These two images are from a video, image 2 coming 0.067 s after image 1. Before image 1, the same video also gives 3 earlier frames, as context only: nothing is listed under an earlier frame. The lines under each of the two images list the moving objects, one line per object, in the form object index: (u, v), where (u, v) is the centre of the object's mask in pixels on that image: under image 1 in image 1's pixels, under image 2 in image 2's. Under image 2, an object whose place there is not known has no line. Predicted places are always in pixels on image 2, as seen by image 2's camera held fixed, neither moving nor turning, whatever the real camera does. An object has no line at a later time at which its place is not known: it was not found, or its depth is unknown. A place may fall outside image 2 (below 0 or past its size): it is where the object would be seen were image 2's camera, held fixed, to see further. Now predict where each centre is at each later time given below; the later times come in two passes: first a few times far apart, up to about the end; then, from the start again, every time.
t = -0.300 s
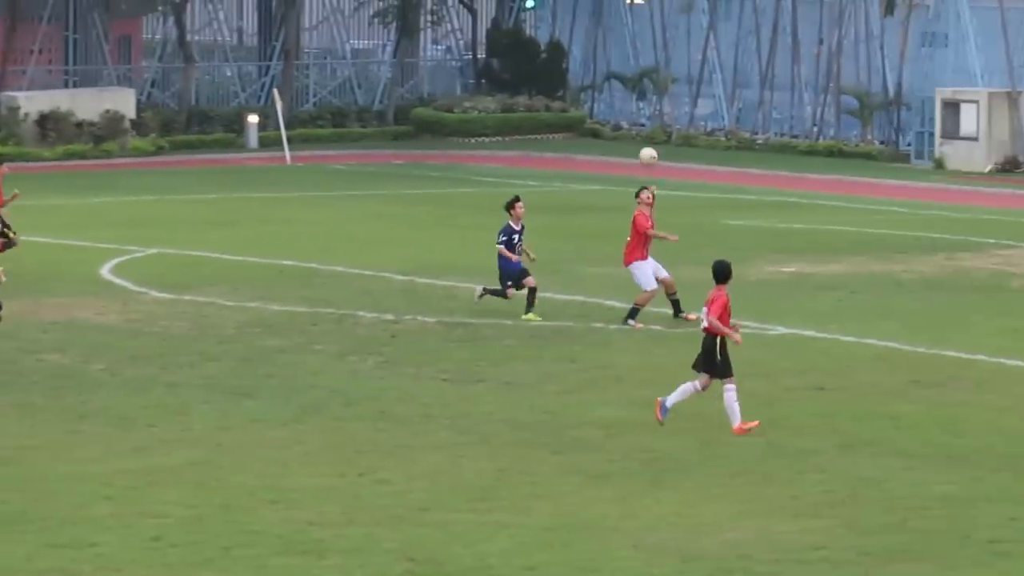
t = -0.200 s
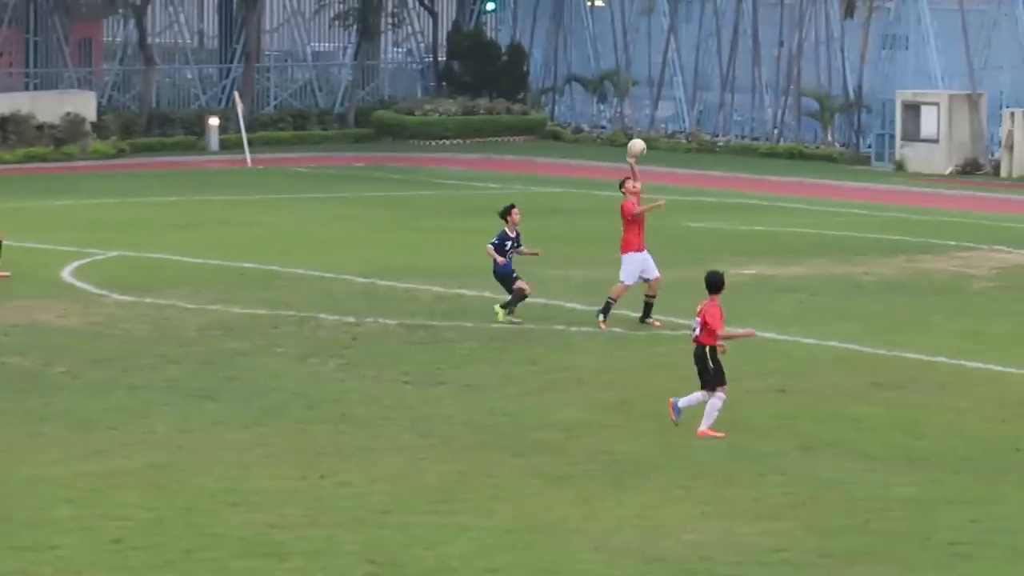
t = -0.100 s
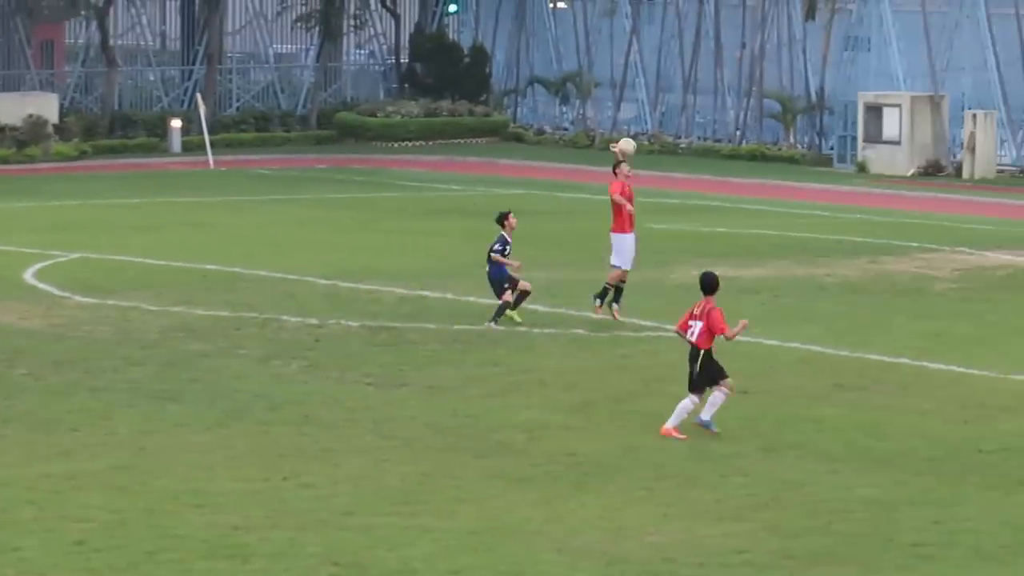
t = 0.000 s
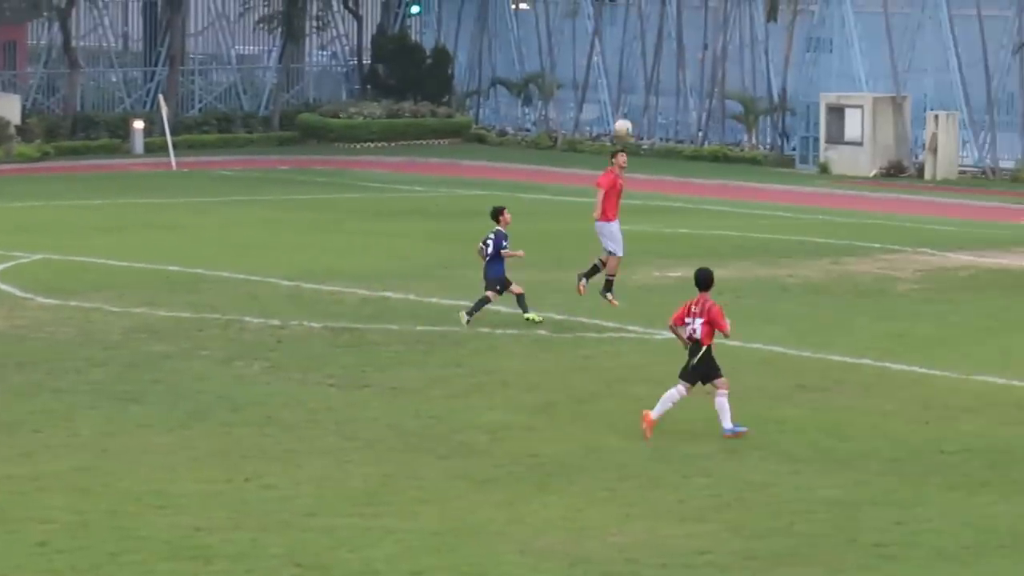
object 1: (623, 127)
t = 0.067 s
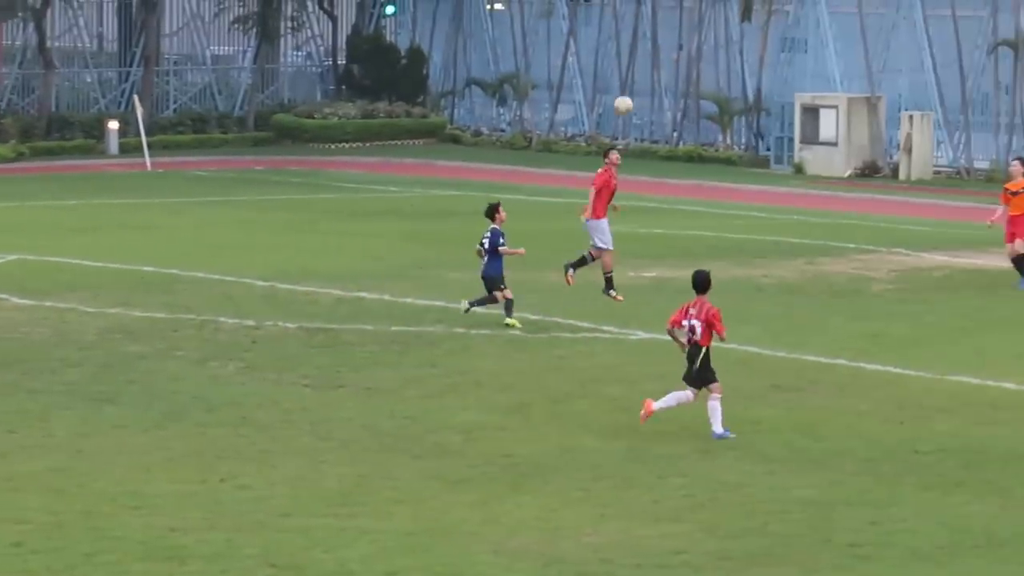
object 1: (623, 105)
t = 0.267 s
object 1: (700, 57)
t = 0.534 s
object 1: (801, 44)
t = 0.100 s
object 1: (636, 95)
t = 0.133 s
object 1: (649, 86)
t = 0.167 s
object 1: (662, 78)
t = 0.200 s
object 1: (675, 70)
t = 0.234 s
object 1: (687, 63)
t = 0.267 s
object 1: (700, 57)
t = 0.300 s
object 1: (713, 53)
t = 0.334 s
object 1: (724, 50)
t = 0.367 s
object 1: (738, 46)
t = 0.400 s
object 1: (749, 45)
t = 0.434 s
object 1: (761, 43)
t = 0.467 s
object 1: (773, 43)
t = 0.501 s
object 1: (788, 43)
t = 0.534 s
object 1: (801, 44)
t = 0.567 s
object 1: (814, 46)
